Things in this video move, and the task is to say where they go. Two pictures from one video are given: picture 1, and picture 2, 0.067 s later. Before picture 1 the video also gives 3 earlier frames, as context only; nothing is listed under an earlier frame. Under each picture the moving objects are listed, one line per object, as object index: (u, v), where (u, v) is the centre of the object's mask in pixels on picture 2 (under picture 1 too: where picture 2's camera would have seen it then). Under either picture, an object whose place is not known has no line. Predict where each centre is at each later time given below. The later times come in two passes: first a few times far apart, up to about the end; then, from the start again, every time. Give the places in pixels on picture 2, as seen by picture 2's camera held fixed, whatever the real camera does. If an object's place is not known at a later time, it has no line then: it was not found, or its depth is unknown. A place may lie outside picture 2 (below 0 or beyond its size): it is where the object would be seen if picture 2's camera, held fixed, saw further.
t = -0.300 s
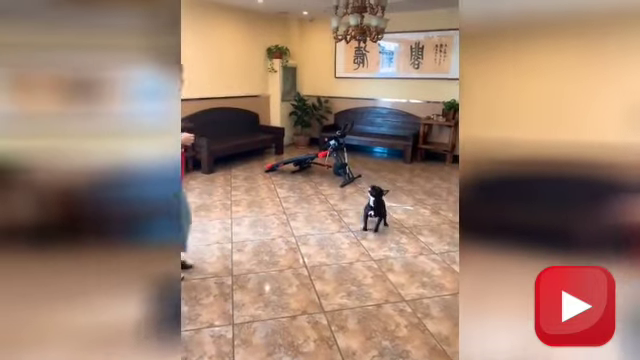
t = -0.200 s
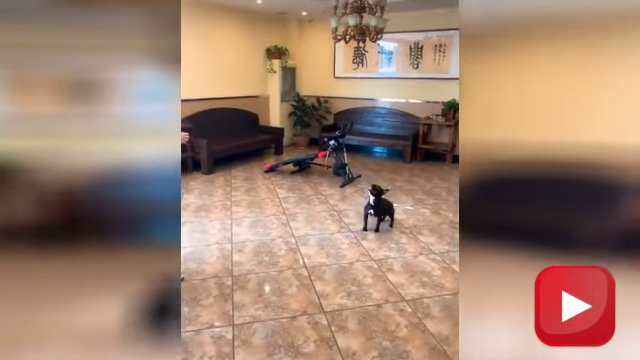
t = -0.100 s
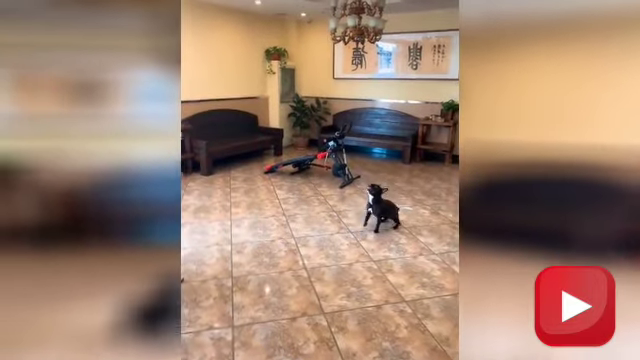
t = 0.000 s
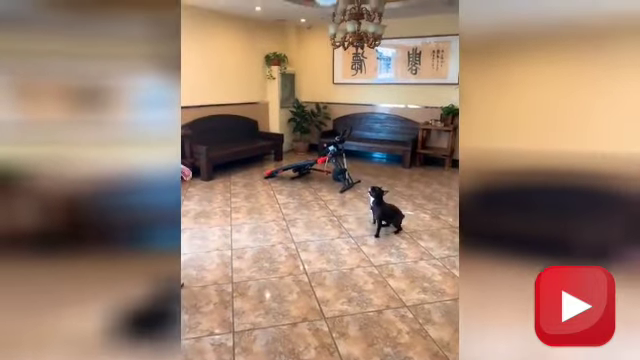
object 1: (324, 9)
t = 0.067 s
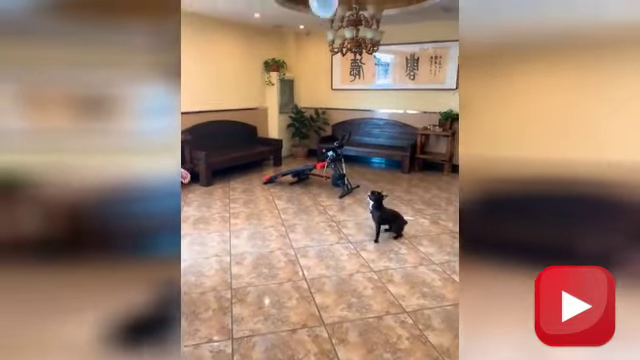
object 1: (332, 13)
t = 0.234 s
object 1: (322, 15)
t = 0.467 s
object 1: (321, 42)
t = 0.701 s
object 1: (317, 71)
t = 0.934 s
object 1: (311, 100)
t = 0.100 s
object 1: (323, 7)
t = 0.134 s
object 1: (323, 6)
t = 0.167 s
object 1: (323, 8)
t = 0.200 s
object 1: (322, 12)
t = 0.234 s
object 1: (322, 15)
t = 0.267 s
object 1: (322, 19)
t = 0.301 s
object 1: (322, 23)
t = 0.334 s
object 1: (322, 26)
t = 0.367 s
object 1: (322, 30)
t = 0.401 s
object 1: (321, 34)
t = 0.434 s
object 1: (321, 38)
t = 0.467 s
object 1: (321, 42)
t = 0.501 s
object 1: (320, 46)
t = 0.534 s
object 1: (320, 50)
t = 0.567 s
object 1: (320, 54)
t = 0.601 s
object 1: (319, 59)
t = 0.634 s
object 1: (319, 63)
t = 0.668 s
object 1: (318, 67)
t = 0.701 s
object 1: (317, 71)
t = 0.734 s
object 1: (317, 76)
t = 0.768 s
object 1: (316, 80)
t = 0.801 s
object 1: (315, 84)
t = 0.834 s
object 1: (315, 88)
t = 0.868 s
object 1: (314, 92)
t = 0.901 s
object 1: (312, 96)
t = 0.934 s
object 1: (311, 100)
